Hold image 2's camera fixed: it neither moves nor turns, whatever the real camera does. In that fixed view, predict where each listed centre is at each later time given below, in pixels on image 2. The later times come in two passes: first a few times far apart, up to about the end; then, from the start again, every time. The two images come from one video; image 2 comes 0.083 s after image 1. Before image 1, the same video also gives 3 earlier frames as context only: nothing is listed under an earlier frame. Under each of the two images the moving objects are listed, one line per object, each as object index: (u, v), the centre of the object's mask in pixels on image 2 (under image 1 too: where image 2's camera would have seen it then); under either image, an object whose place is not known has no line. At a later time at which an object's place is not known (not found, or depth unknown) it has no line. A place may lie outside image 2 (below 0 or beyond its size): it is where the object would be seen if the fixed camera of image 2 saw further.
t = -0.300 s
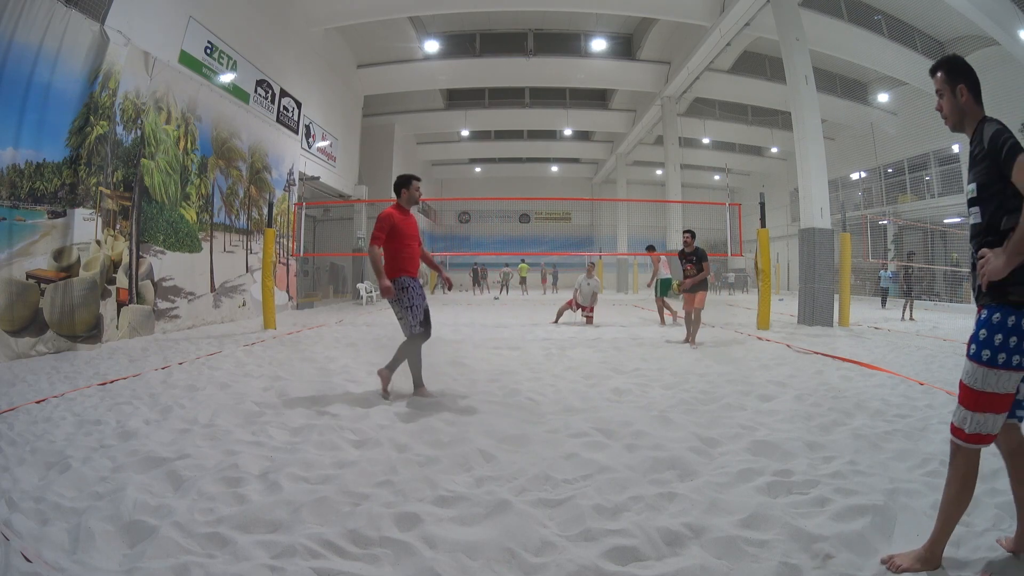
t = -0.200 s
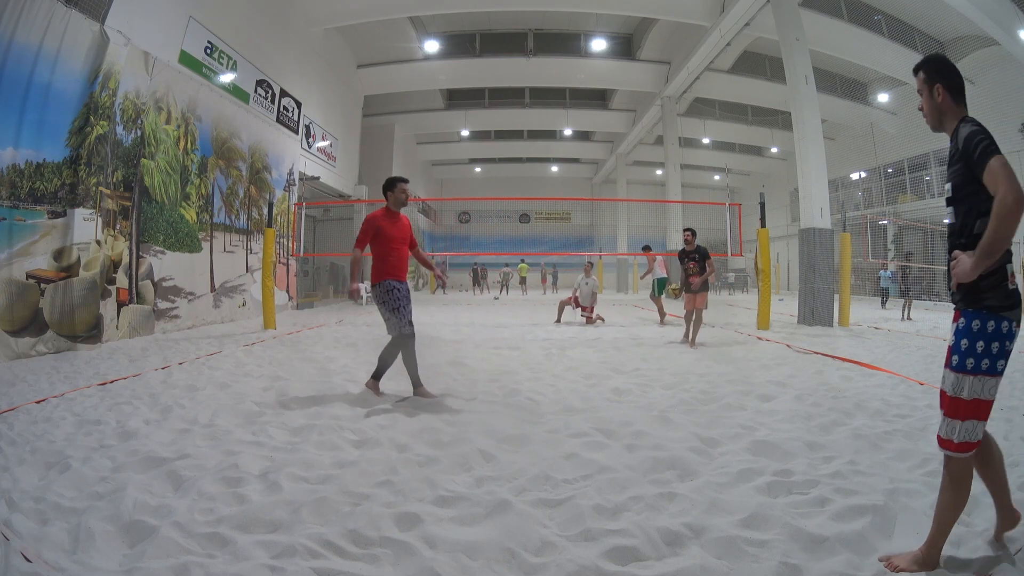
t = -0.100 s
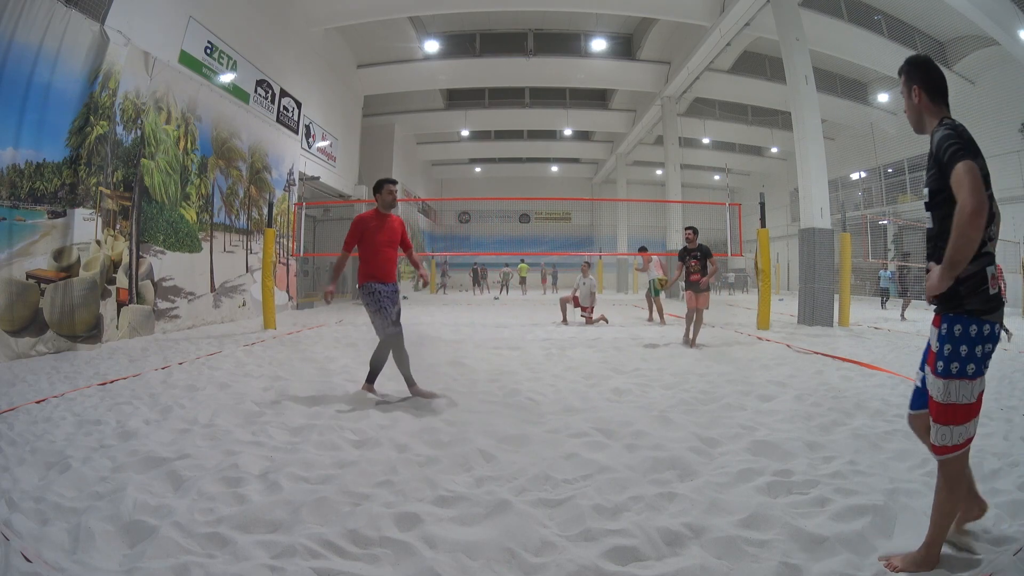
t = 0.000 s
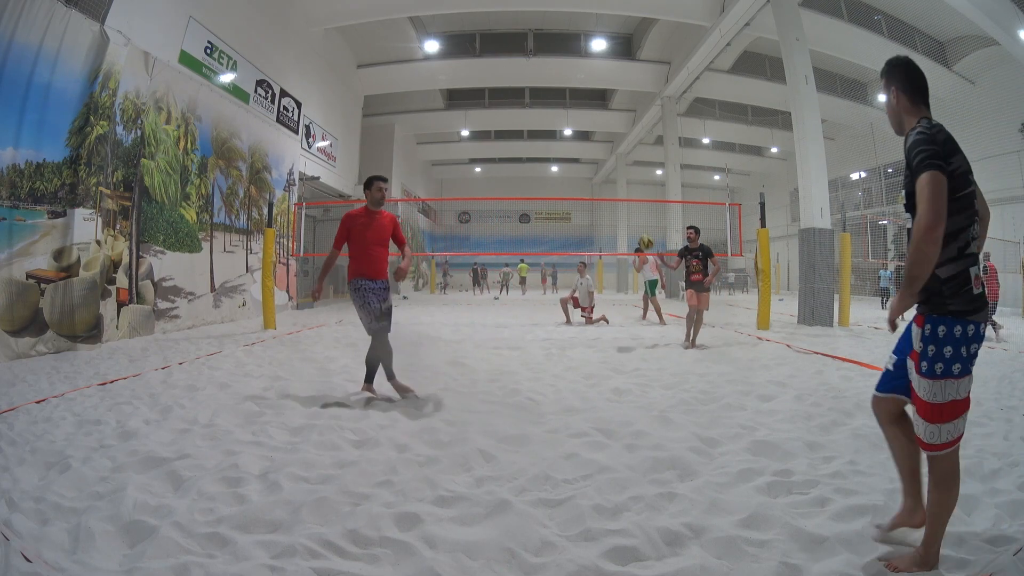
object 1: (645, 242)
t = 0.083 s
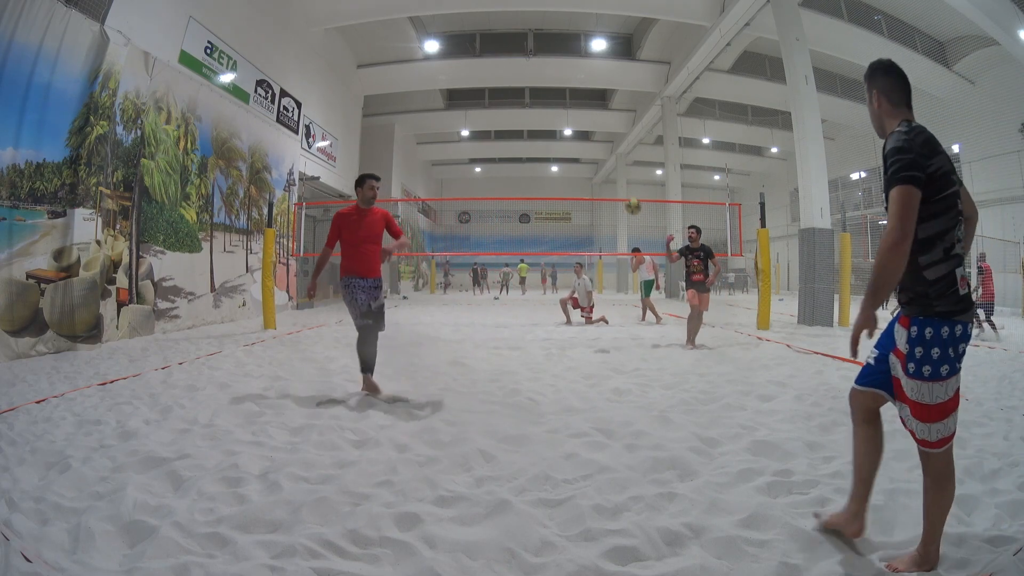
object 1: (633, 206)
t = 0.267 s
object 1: (601, 138)
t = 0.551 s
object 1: (542, 76)
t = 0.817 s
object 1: (471, 75)
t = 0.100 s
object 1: (630, 199)
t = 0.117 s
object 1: (627, 192)
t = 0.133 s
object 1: (624, 186)
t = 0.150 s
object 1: (622, 178)
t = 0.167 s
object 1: (619, 173)
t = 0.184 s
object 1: (616, 166)
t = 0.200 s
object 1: (613, 161)
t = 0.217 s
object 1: (610, 154)
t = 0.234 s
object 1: (606, 149)
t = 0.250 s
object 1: (604, 144)
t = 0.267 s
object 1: (601, 138)
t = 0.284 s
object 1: (597, 133)
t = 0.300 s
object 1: (594, 128)
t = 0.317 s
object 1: (591, 124)
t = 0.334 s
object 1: (588, 119)
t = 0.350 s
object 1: (585, 115)
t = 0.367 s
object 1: (581, 110)
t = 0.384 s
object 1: (578, 106)
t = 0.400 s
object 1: (575, 102)
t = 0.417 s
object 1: (571, 98)
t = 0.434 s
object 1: (568, 95)
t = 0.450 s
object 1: (564, 92)
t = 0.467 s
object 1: (561, 89)
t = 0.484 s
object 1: (557, 86)
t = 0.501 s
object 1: (553, 84)
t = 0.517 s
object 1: (549, 80)
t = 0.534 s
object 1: (546, 78)
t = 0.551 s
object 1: (542, 76)
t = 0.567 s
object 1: (538, 75)
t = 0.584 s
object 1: (534, 73)
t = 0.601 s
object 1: (530, 72)
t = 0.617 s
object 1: (526, 70)
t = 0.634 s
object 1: (522, 69)
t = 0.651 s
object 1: (517, 68)
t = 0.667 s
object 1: (513, 68)
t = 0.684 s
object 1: (509, 68)
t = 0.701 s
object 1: (504, 68)
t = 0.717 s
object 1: (500, 67)
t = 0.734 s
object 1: (495, 68)
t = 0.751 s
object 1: (490, 69)
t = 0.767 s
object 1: (485, 70)
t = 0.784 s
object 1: (480, 72)
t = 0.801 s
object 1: (475, 73)
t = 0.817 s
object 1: (471, 75)
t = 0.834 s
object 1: (465, 77)
